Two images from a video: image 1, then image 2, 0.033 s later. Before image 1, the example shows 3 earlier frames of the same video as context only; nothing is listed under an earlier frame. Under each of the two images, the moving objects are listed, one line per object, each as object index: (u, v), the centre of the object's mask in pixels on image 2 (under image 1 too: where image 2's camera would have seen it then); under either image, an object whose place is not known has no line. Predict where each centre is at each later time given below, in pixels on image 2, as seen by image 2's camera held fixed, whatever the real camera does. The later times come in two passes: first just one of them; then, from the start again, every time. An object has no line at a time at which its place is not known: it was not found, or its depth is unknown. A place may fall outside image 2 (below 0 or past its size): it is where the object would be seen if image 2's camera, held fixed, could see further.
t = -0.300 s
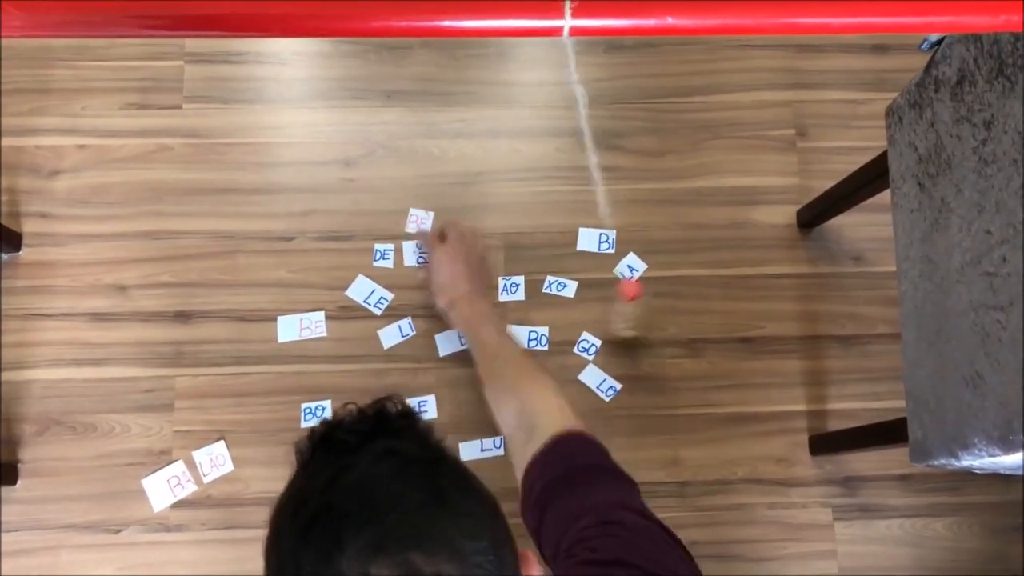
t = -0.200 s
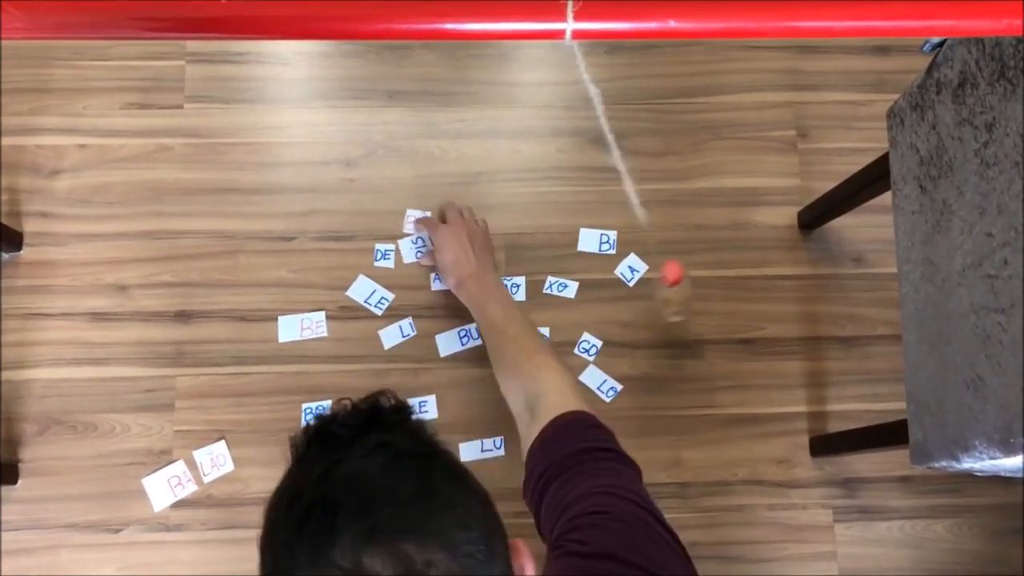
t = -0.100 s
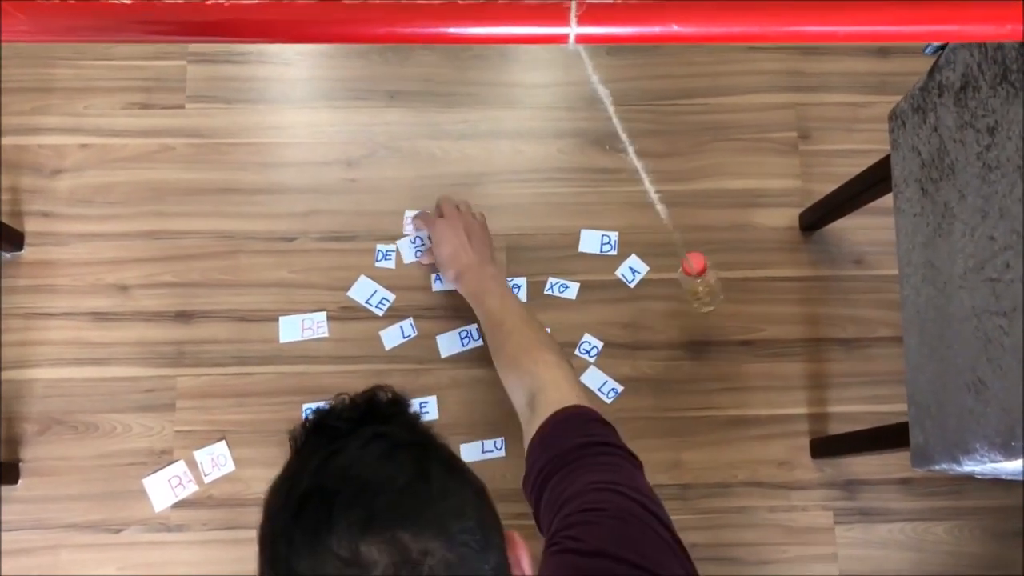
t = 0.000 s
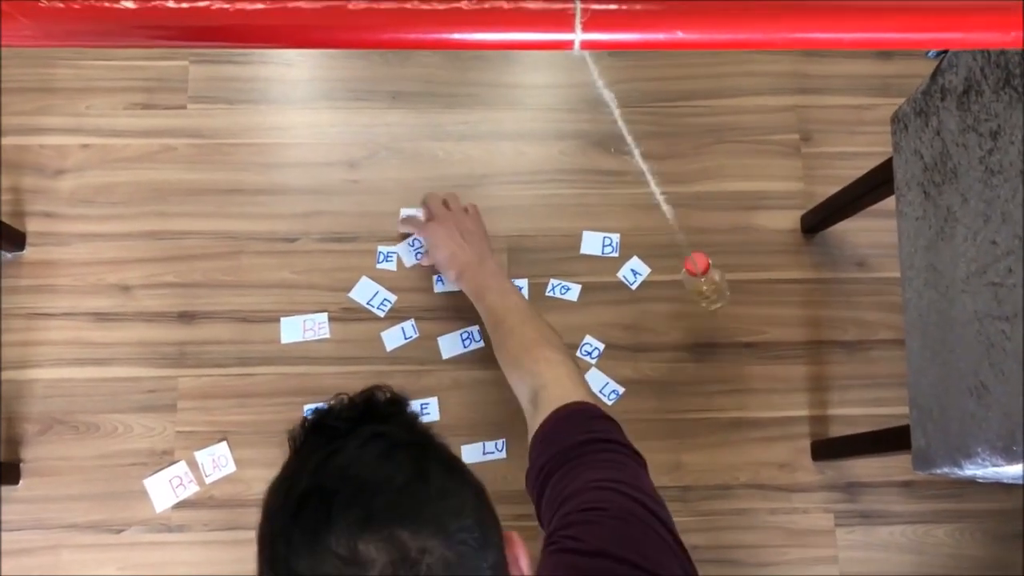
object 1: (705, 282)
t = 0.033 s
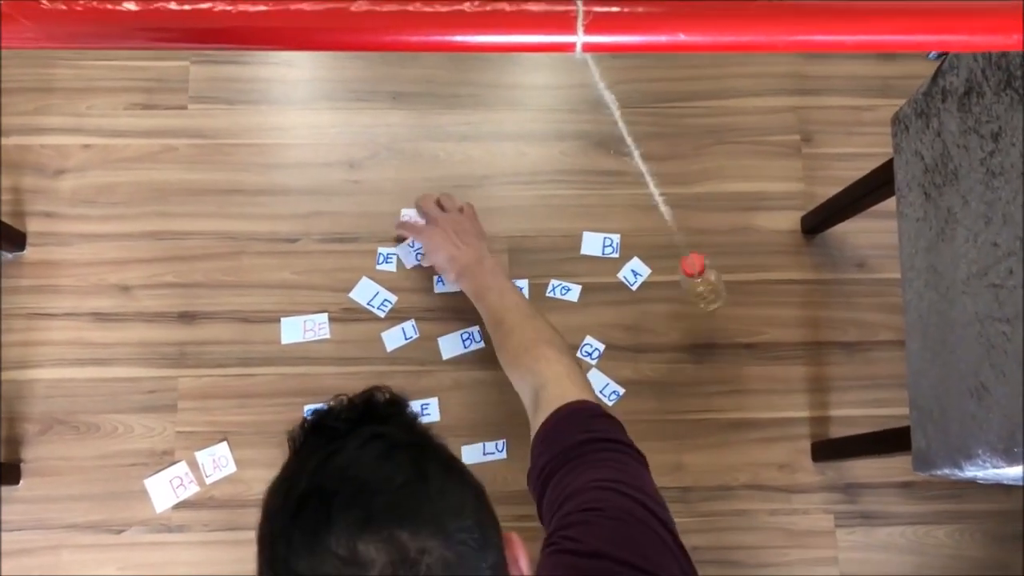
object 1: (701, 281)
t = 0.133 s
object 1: (675, 286)
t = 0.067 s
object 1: (694, 282)
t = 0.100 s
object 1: (686, 284)
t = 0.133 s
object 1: (675, 286)
